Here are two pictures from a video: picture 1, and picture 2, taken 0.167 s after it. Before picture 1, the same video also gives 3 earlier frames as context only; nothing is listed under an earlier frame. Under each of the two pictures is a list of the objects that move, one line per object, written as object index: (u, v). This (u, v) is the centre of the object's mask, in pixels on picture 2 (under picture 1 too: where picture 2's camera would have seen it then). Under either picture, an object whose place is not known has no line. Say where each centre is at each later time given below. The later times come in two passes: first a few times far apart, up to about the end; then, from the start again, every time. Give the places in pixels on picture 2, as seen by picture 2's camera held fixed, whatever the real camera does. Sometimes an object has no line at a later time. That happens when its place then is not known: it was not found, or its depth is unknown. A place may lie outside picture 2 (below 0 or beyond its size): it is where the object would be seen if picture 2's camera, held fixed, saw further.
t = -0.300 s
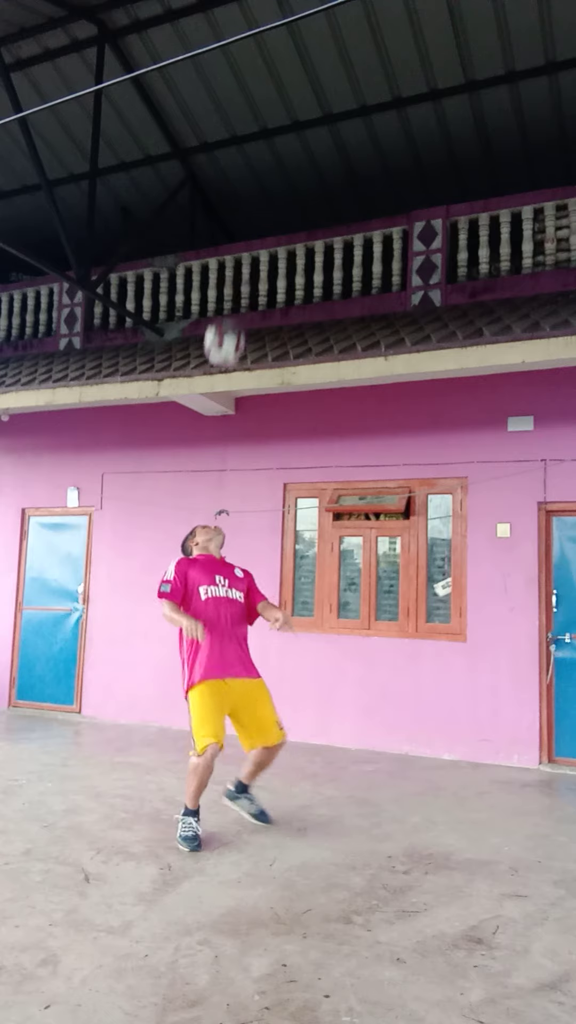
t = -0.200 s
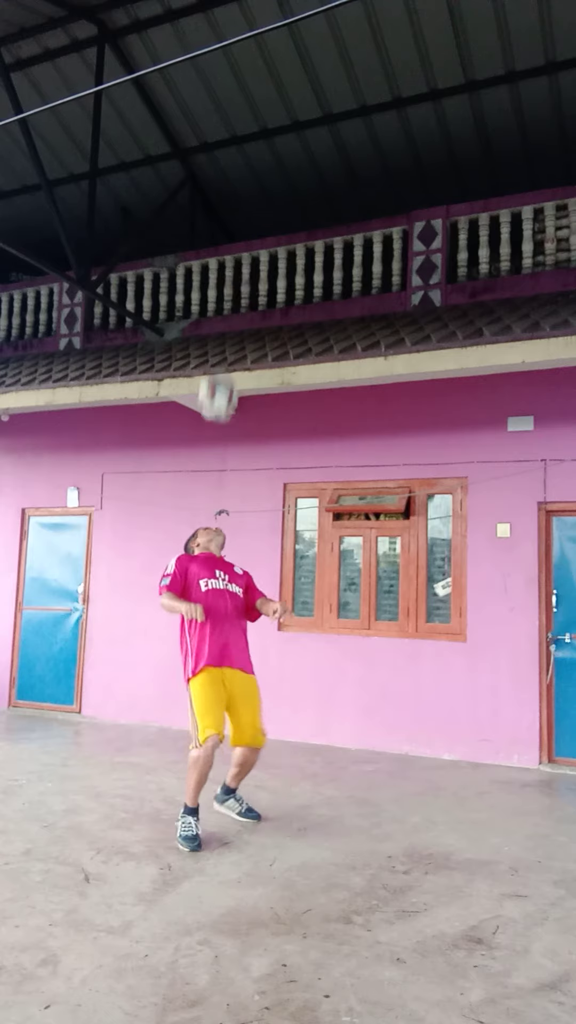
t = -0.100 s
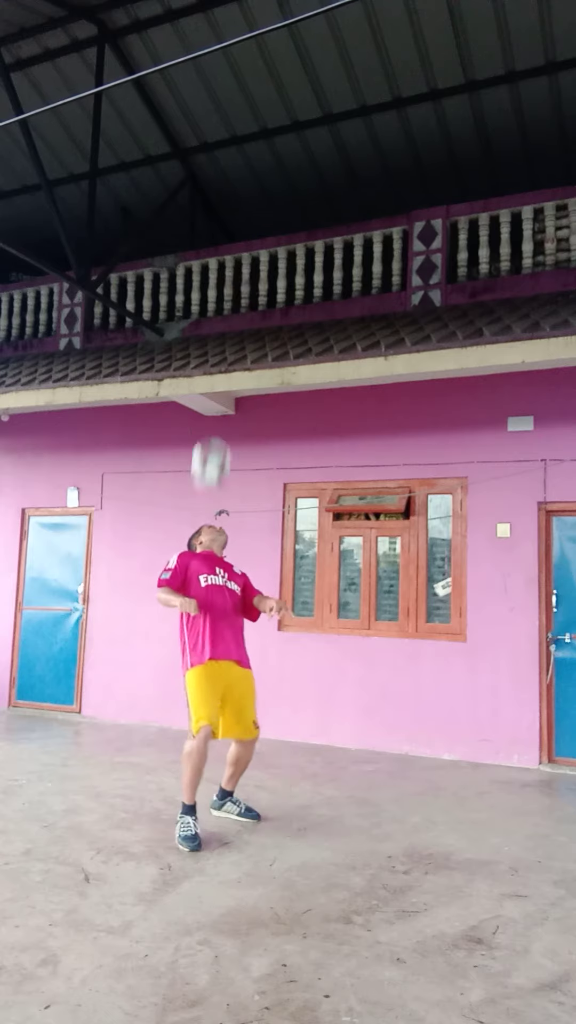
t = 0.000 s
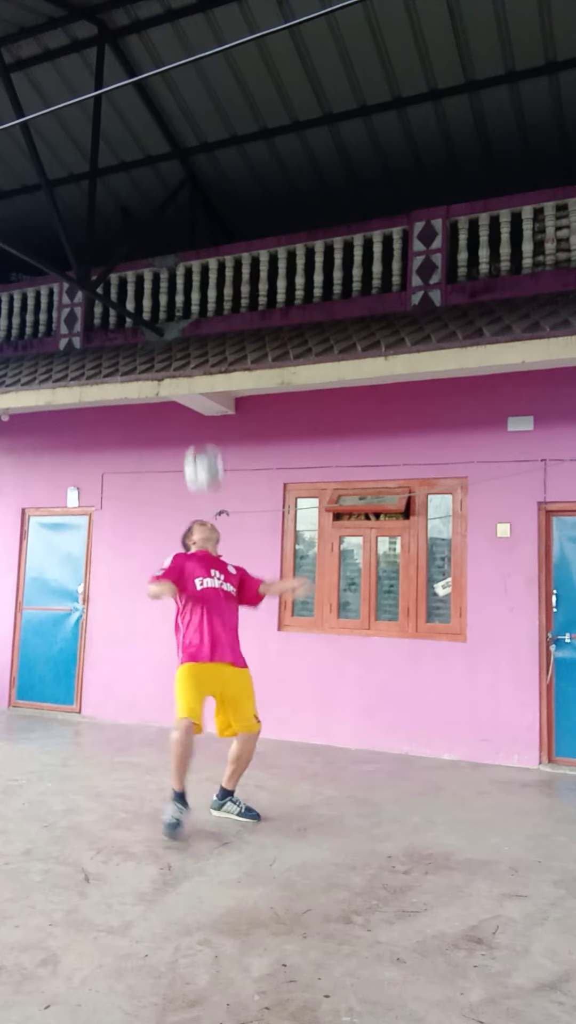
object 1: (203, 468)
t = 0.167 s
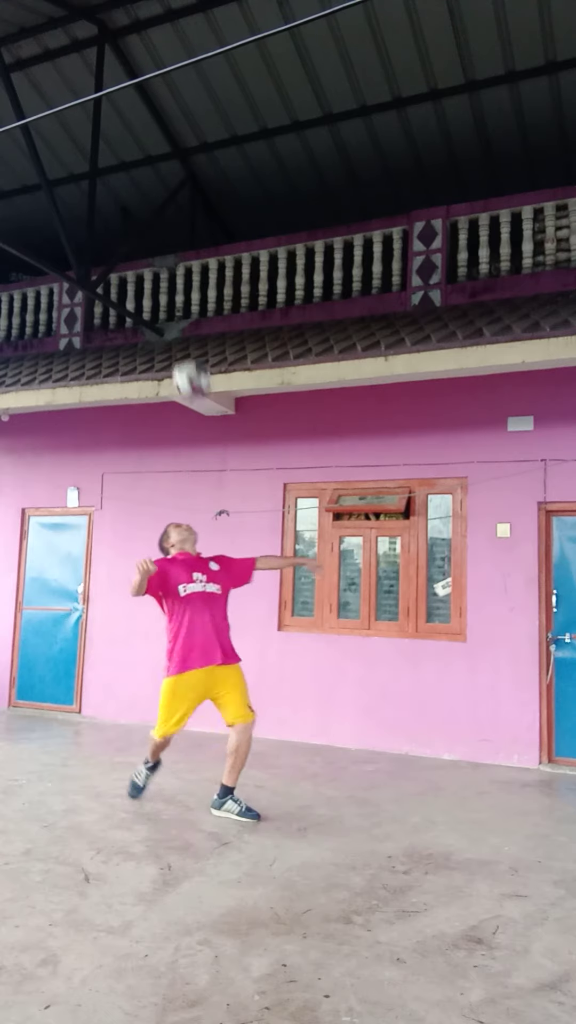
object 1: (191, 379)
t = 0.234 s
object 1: (186, 359)
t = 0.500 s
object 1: (164, 351)
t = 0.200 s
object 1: (188, 368)
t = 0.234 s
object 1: (186, 359)
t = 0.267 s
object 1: (184, 354)
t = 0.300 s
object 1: (181, 348)
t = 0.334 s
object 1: (178, 344)
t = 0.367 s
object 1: (175, 342)
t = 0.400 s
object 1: (172, 342)
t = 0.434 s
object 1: (169, 343)
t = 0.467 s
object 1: (166, 347)
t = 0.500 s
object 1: (164, 351)
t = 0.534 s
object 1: (160, 358)
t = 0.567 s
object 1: (157, 366)
